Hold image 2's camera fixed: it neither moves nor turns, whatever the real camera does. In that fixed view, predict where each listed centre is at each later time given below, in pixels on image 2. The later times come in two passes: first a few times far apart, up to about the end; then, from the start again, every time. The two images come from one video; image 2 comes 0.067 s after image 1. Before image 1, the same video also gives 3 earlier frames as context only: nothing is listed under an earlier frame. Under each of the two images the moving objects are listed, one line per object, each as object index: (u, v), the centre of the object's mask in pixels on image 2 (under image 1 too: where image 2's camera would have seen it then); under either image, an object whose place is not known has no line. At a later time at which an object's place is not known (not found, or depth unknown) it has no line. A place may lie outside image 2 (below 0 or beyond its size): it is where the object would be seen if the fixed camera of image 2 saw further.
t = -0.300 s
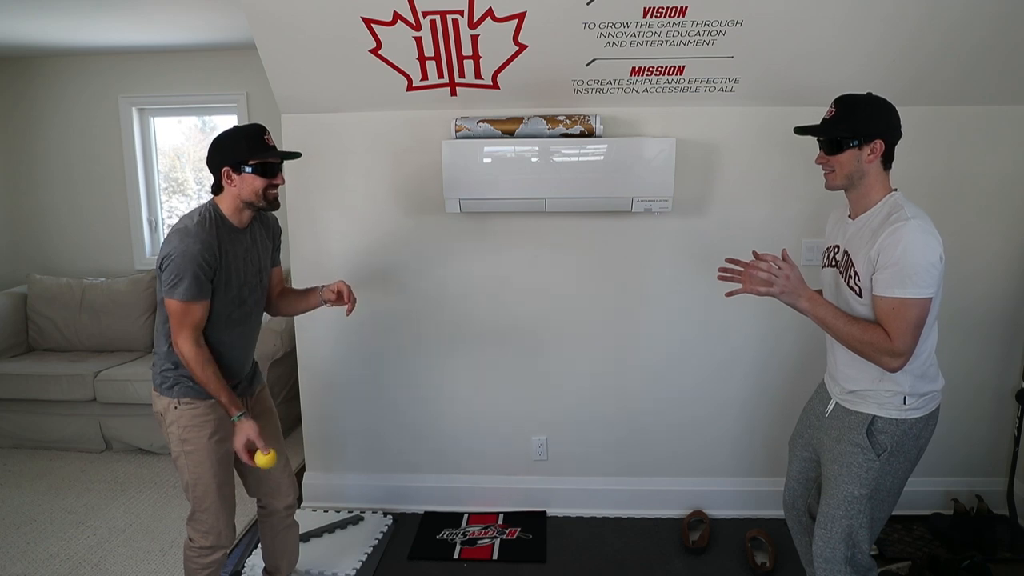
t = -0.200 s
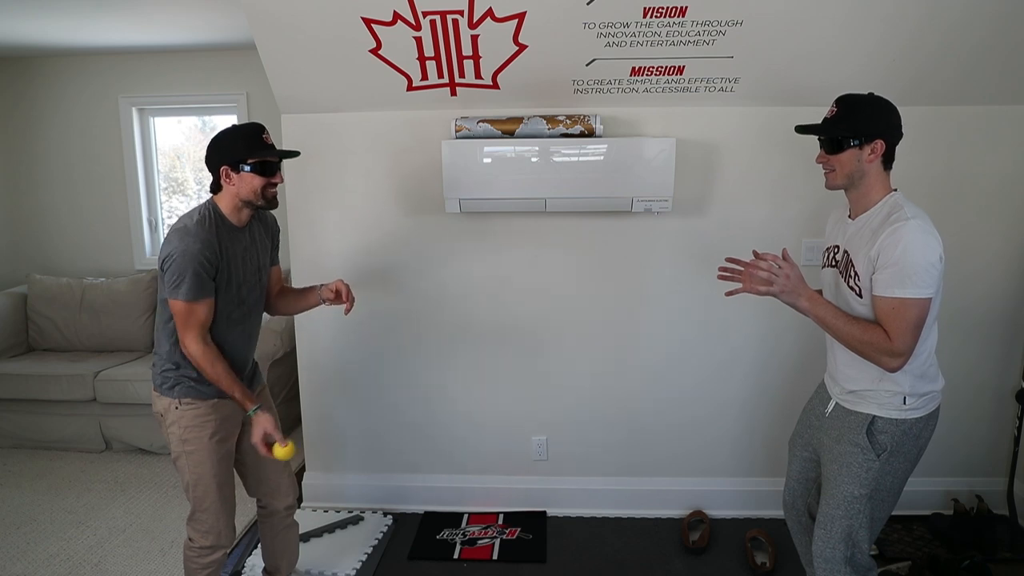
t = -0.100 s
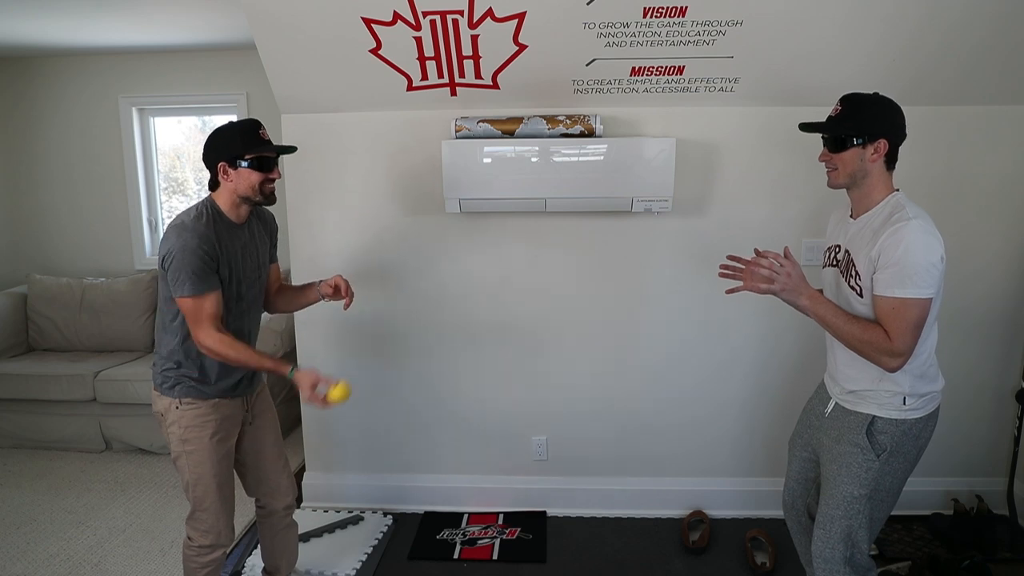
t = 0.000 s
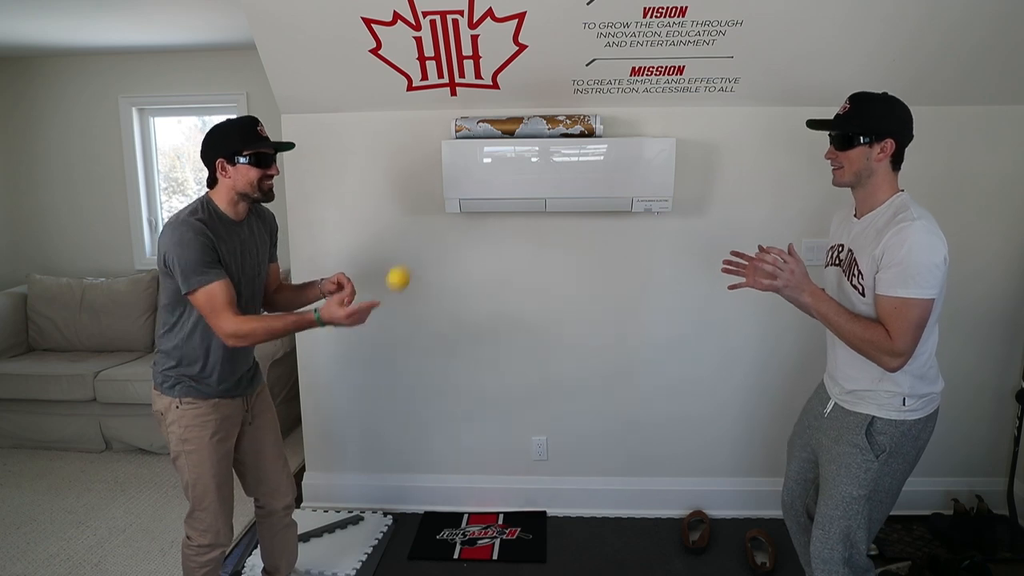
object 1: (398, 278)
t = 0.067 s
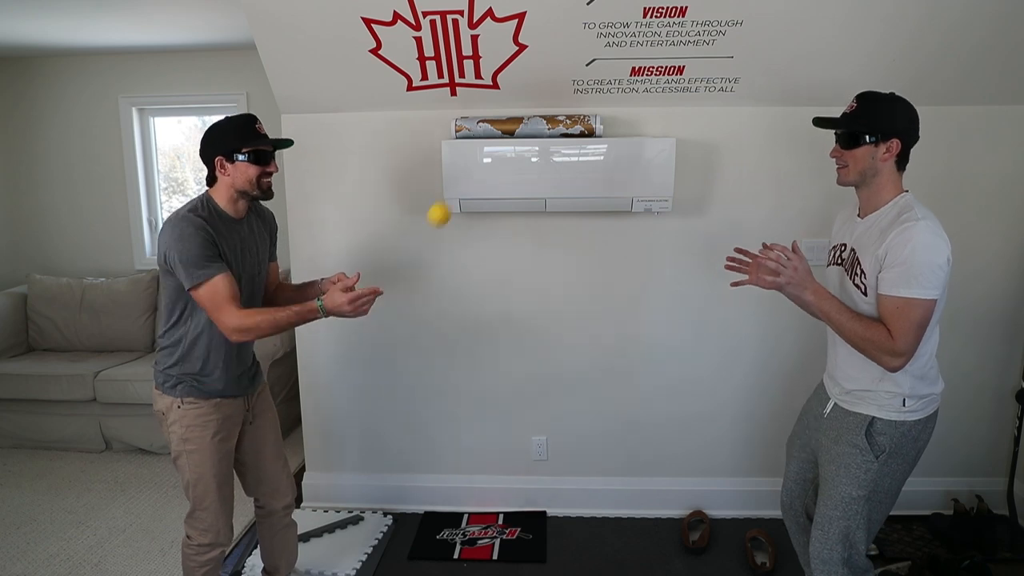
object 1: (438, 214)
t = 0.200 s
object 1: (525, 126)
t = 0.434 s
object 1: (686, 125)
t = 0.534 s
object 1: (752, 186)
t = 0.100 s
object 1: (460, 187)
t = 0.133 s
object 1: (481, 163)
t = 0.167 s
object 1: (503, 142)
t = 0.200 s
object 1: (525, 126)
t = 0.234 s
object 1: (549, 112)
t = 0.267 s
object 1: (572, 104)
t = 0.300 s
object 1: (595, 100)
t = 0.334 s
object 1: (618, 100)
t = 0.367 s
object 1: (641, 104)
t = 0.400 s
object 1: (664, 113)
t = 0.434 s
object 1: (686, 125)
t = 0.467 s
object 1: (708, 141)
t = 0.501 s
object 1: (730, 161)
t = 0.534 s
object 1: (752, 186)
